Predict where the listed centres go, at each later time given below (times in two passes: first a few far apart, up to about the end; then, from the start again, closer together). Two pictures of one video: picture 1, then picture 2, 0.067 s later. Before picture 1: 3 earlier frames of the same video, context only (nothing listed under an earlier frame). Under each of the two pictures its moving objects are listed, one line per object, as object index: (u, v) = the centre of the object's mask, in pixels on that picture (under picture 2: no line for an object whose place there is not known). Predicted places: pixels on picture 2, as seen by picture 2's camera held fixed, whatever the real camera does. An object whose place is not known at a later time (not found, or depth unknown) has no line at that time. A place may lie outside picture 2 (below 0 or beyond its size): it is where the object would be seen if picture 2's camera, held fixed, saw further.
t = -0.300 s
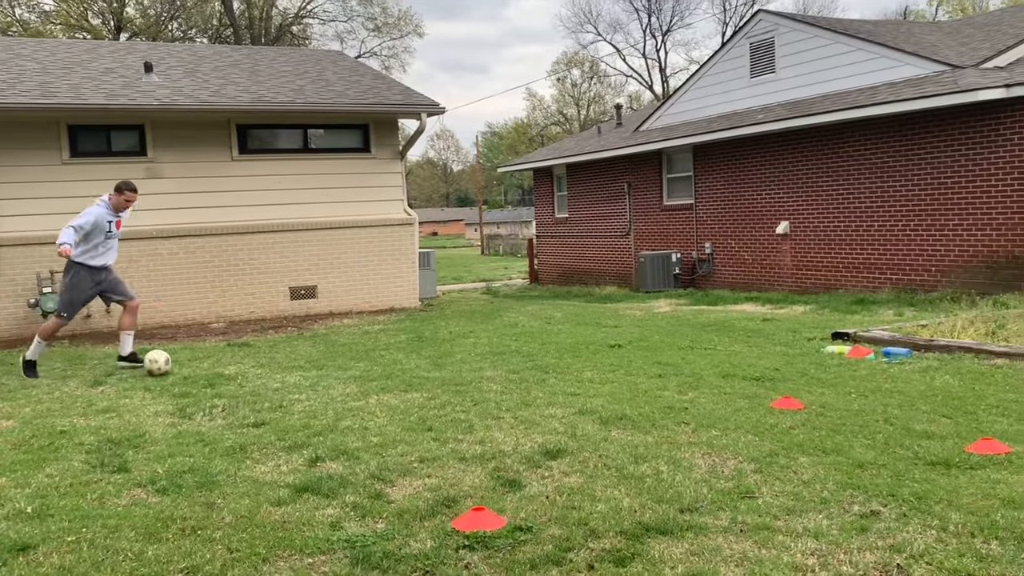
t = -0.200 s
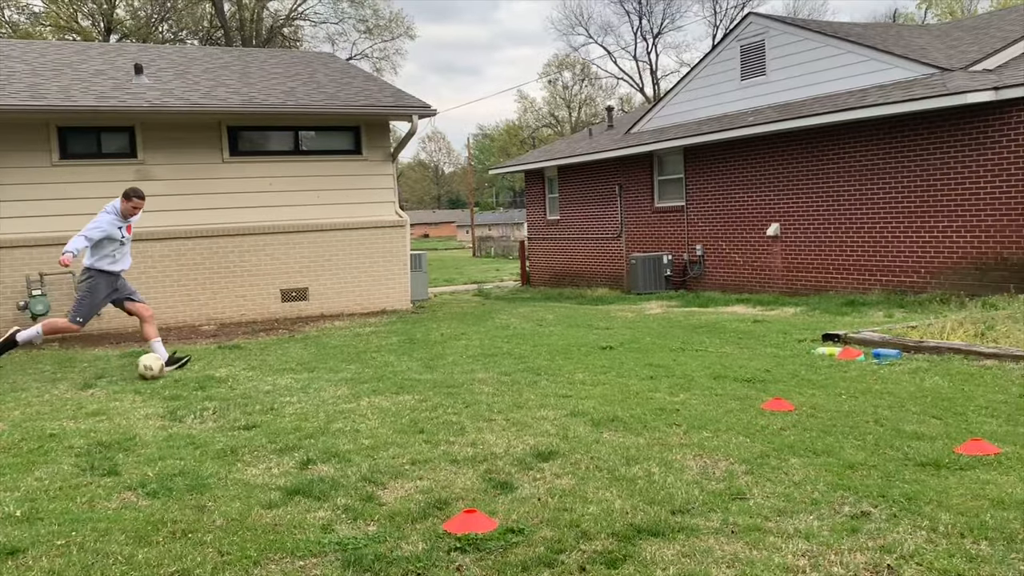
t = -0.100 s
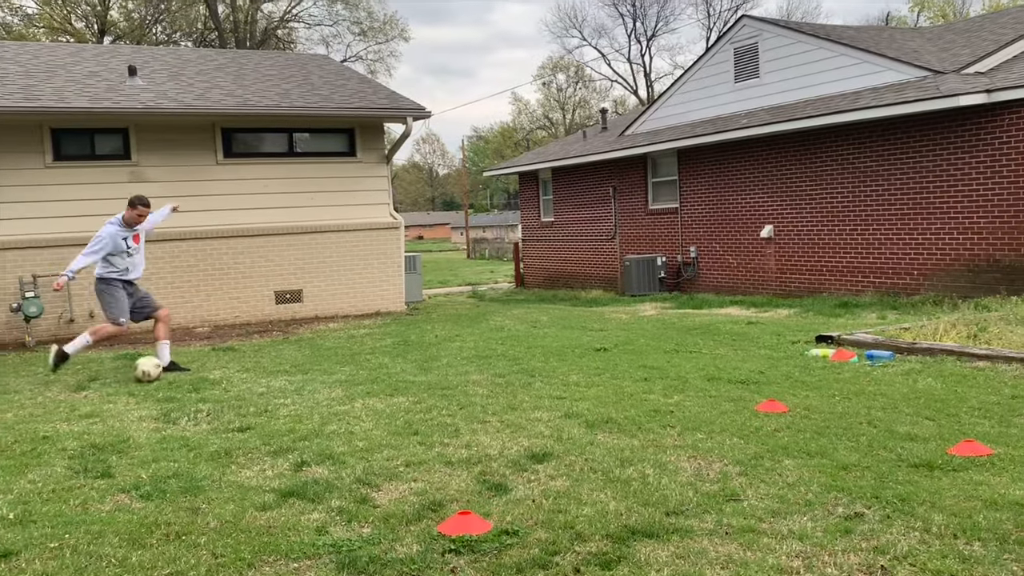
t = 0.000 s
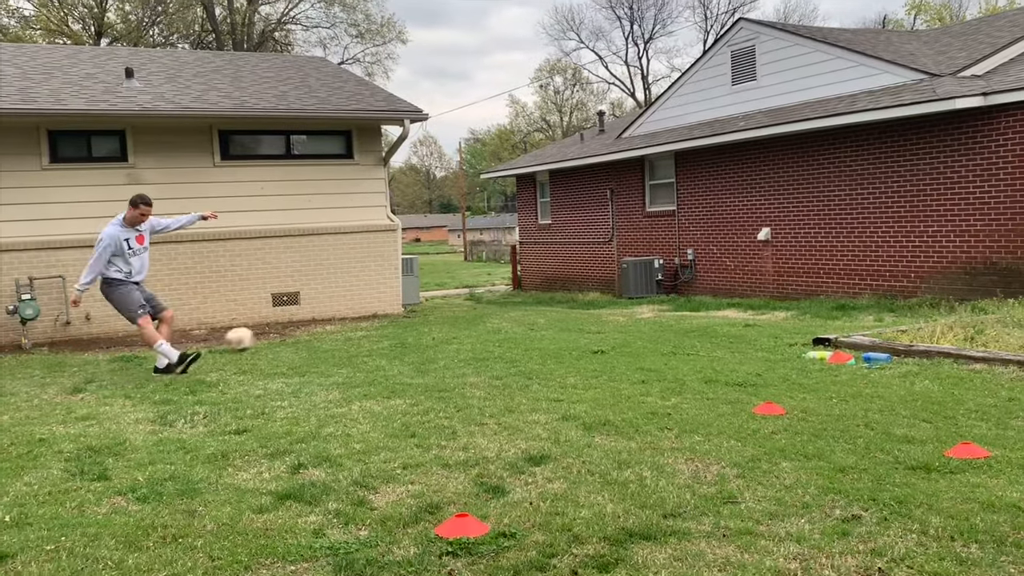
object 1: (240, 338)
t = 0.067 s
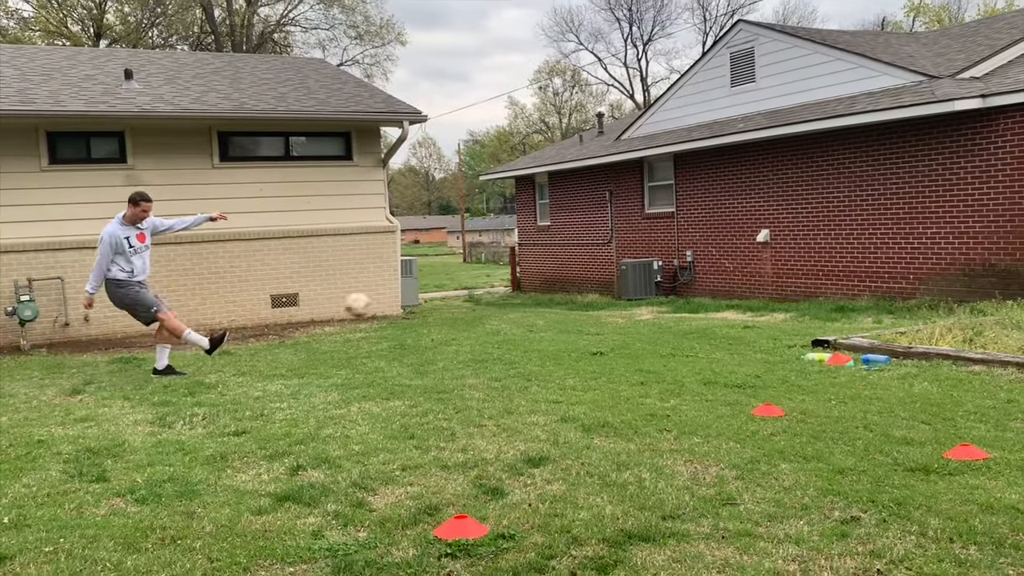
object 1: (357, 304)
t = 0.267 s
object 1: (639, 241)
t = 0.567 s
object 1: (924, 227)
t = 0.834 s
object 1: (826, 304)
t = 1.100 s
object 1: (717, 287)
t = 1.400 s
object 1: (593, 321)
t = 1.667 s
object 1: (466, 331)
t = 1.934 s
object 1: (319, 359)
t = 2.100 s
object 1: (216, 355)
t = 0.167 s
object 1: (510, 265)
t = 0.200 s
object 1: (556, 255)
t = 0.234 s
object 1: (599, 247)
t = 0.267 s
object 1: (639, 241)
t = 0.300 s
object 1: (678, 236)
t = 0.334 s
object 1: (715, 231)
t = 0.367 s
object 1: (750, 228)
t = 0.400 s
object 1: (782, 226)
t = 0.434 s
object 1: (815, 223)
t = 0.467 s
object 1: (844, 223)
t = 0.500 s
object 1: (872, 224)
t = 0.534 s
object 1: (899, 225)
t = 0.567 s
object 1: (924, 227)
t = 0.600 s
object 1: (949, 230)
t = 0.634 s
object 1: (937, 236)
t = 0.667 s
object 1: (920, 243)
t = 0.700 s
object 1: (903, 254)
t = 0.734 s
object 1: (884, 264)
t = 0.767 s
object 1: (865, 276)
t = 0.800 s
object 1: (845, 290)
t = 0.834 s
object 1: (826, 304)
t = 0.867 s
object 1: (806, 318)
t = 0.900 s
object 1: (794, 314)
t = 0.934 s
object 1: (781, 307)
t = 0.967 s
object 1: (769, 301)
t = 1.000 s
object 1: (756, 295)
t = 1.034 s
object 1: (744, 291)
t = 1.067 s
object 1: (730, 289)
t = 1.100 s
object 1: (717, 287)
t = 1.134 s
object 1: (704, 287)
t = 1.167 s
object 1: (690, 287)
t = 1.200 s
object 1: (677, 288)
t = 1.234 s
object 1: (665, 290)
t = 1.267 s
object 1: (650, 293)
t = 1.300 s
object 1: (636, 298)
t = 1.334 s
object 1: (622, 305)
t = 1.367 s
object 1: (608, 312)
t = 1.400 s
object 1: (593, 321)
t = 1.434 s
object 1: (579, 331)
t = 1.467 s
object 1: (564, 342)
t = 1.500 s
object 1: (549, 342)
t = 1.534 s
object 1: (533, 337)
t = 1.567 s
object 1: (516, 333)
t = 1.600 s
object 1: (500, 331)
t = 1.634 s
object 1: (483, 330)
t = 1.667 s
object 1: (466, 331)
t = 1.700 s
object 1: (449, 332)
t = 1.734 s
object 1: (432, 335)
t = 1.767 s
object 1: (414, 339)
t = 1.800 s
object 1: (395, 345)
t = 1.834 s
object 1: (376, 352)
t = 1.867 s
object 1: (357, 361)
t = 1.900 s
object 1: (338, 363)
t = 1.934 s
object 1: (319, 359)
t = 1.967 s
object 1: (299, 354)
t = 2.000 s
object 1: (279, 353)
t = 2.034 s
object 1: (258, 352)
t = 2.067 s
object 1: (237, 353)
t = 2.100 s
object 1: (216, 355)
